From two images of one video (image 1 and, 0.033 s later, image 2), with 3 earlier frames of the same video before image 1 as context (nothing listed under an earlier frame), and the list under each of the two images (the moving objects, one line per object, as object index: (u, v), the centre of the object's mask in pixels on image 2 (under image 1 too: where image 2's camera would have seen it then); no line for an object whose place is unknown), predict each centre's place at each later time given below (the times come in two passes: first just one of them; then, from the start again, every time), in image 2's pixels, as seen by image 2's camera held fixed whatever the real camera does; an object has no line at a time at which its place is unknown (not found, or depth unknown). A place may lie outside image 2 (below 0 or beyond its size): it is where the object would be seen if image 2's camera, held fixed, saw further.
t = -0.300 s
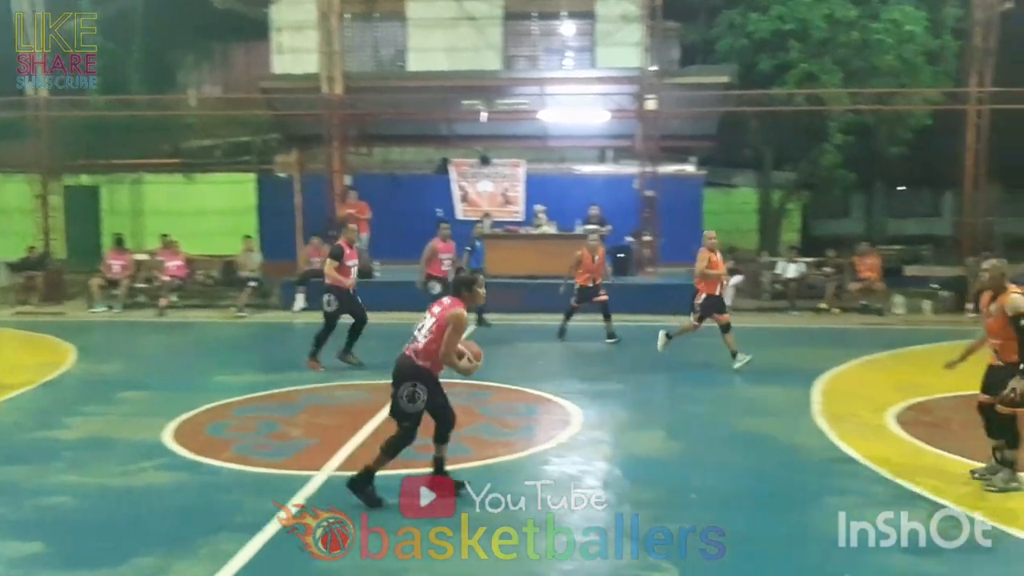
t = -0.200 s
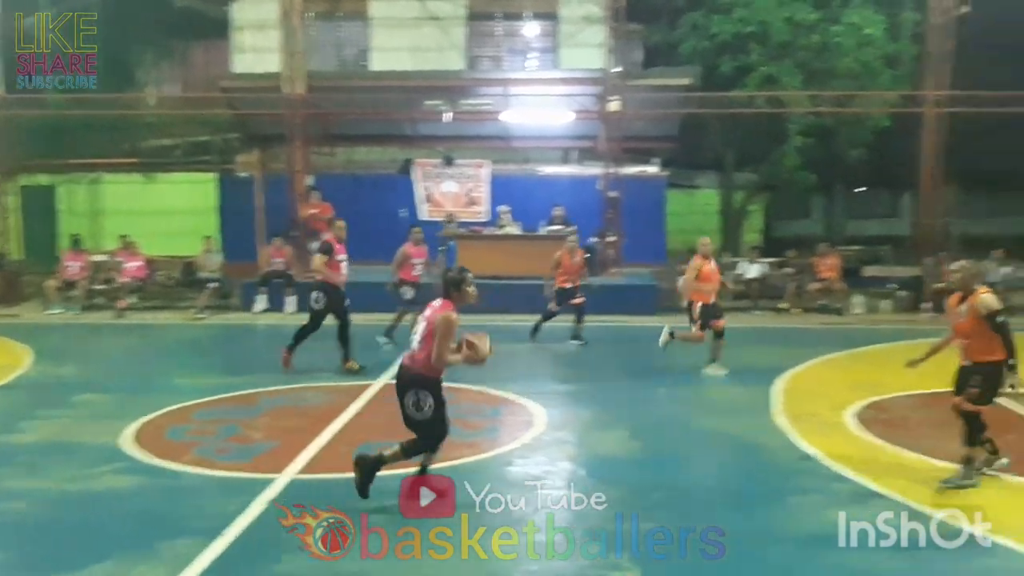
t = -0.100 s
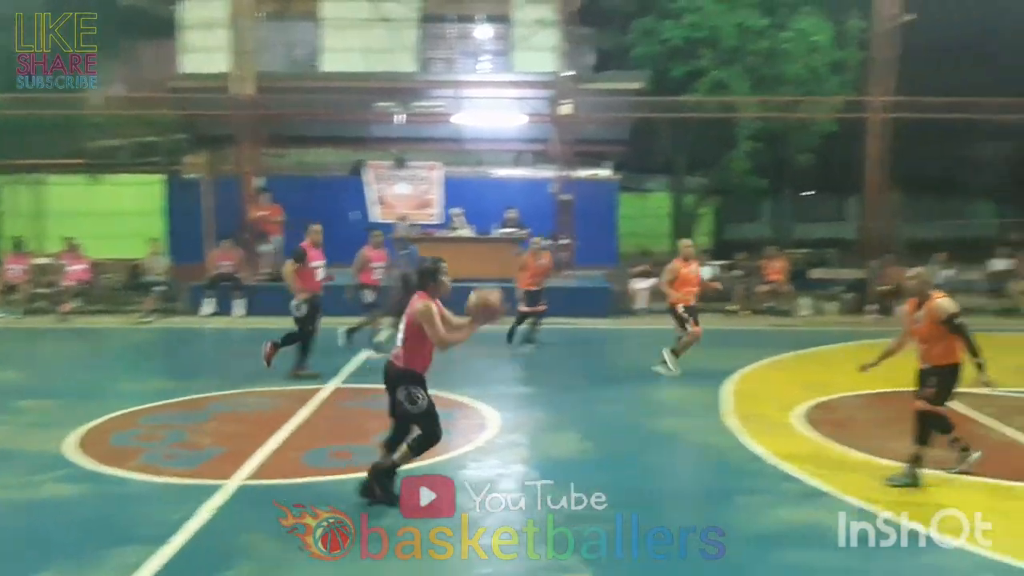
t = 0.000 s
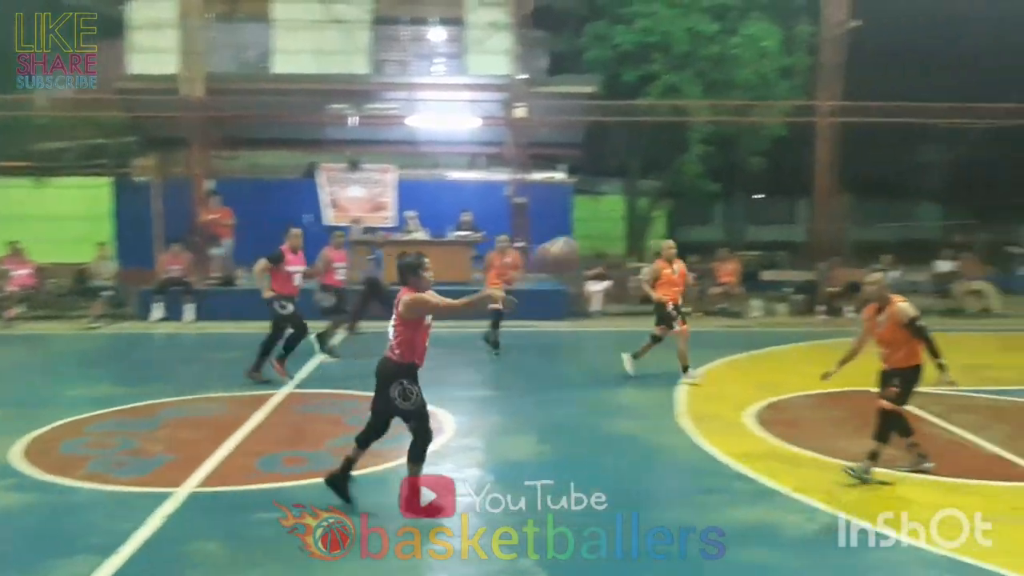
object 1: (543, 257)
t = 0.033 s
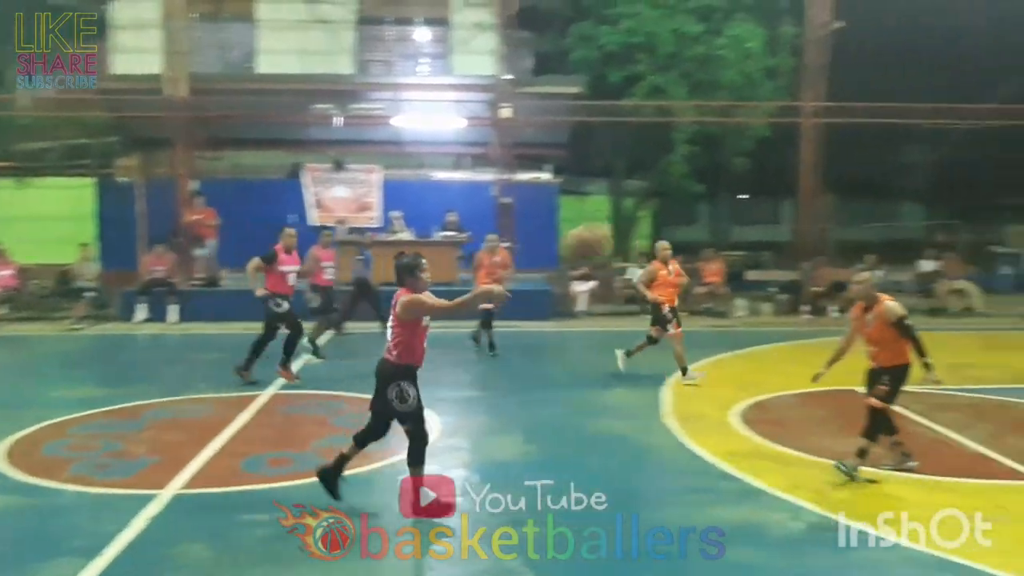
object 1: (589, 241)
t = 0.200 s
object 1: (832, 186)
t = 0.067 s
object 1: (634, 229)
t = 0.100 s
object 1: (683, 213)
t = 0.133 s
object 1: (729, 207)
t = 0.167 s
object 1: (783, 196)
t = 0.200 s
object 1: (832, 186)
